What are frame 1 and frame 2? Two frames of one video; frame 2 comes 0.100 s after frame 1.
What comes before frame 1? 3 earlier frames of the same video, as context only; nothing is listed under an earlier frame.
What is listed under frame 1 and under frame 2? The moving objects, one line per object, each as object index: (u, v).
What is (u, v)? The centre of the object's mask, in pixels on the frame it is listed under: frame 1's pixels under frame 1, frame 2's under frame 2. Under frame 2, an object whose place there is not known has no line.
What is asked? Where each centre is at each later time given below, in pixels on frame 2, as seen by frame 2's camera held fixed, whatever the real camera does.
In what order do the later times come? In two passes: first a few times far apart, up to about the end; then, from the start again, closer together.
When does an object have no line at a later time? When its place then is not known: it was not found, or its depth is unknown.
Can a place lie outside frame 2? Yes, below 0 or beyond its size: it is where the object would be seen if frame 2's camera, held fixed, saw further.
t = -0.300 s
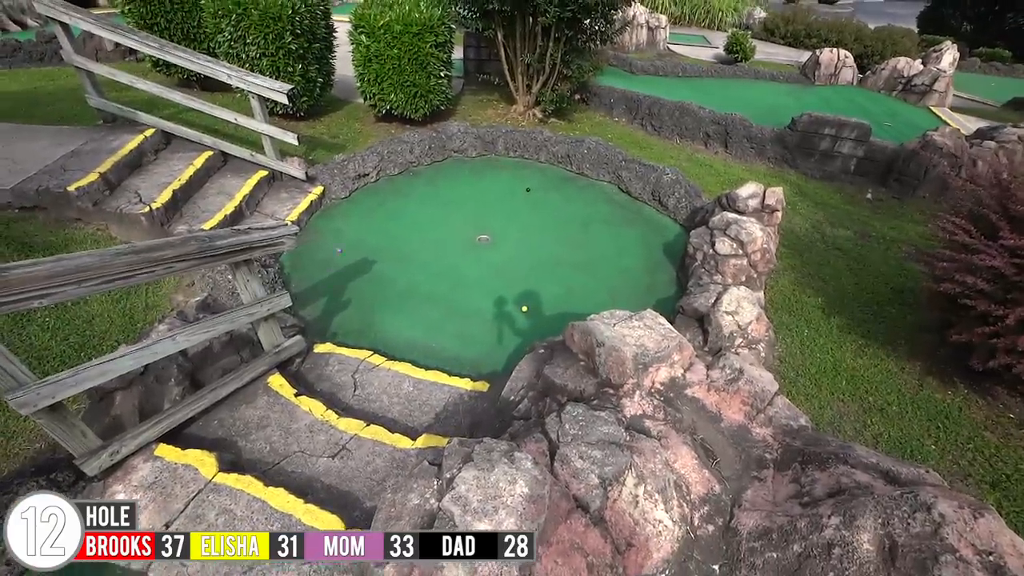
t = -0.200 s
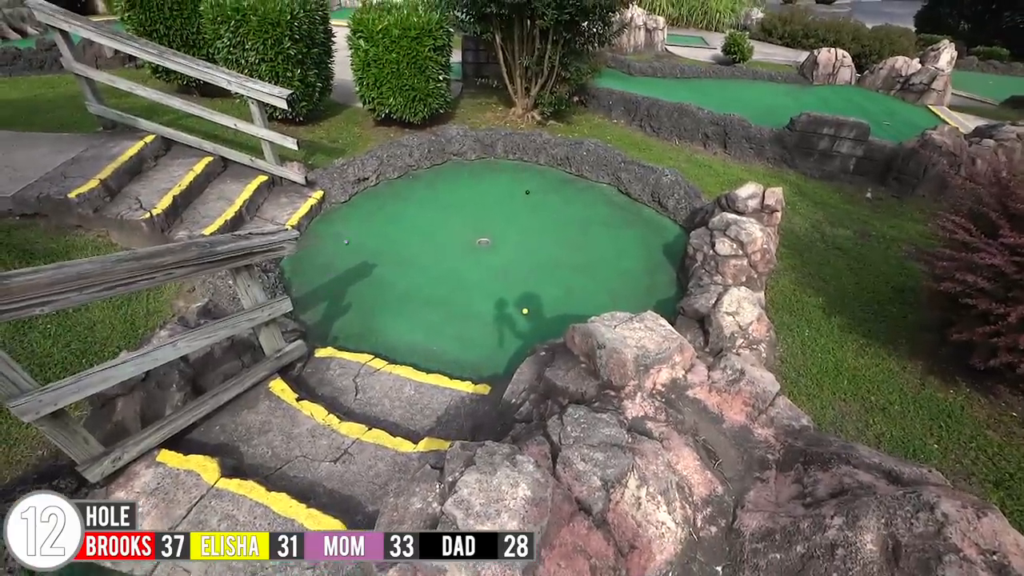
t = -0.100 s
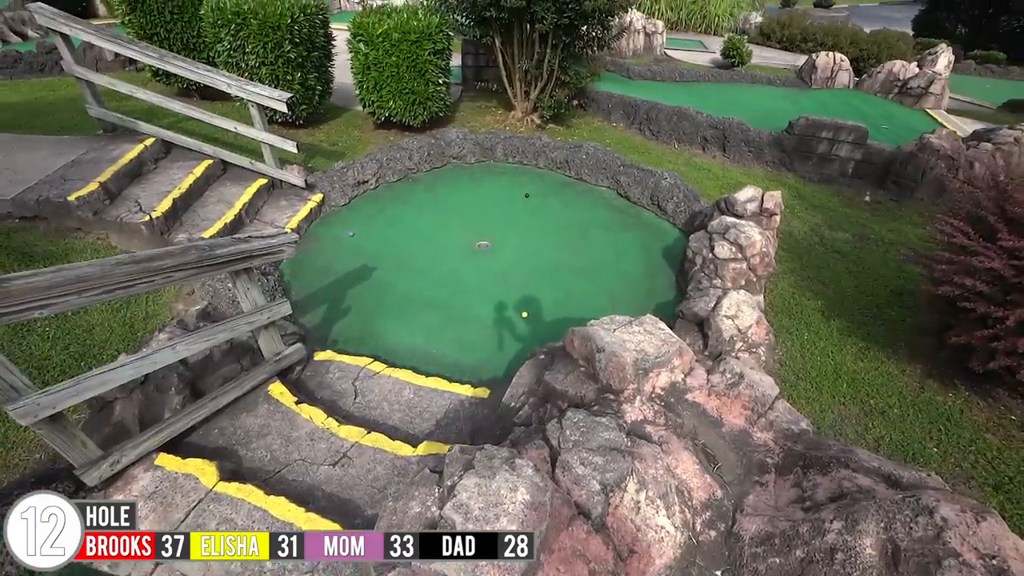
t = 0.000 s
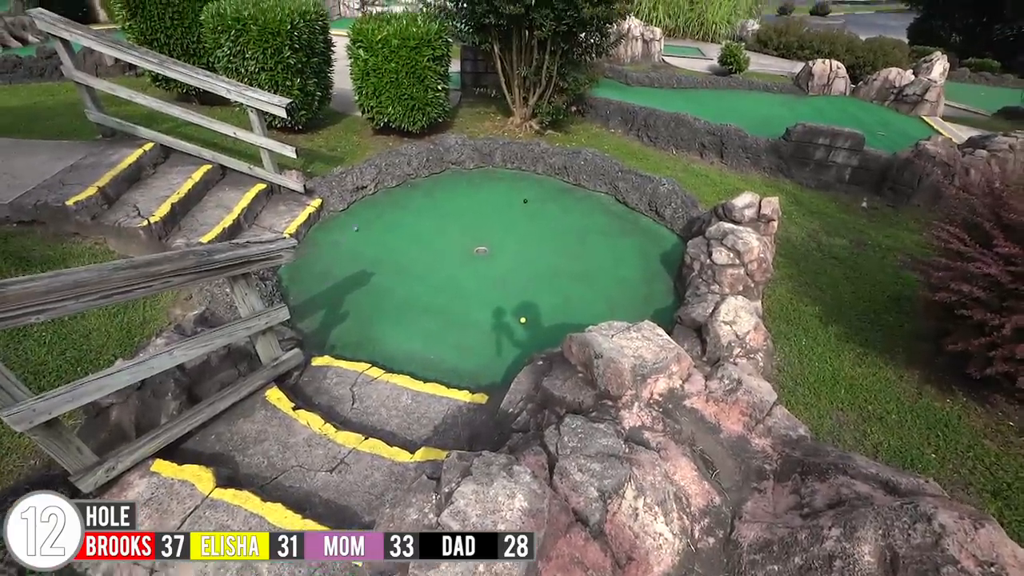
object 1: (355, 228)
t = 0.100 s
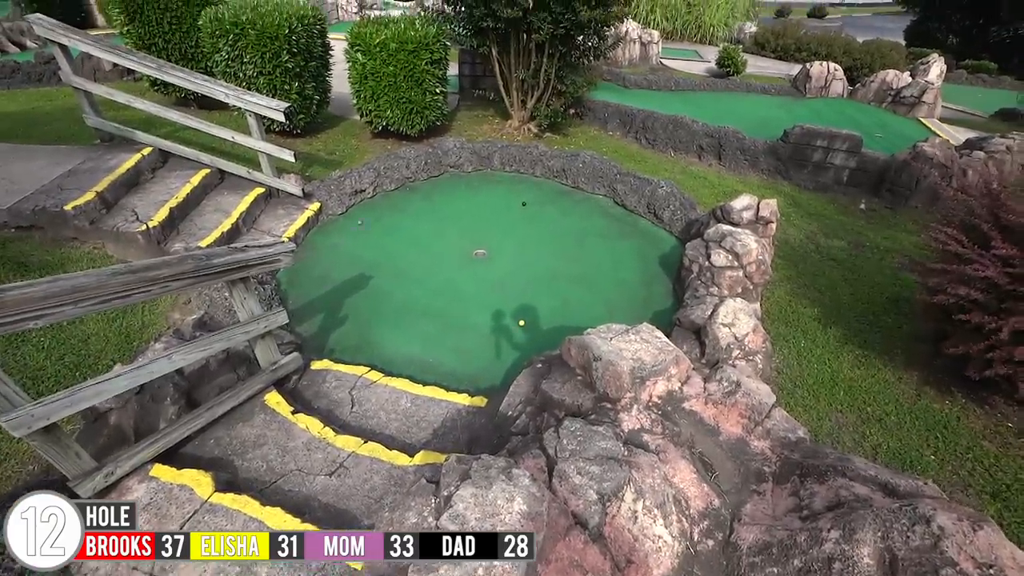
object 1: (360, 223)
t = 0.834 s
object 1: (406, 194)
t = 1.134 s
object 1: (420, 198)
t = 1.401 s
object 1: (433, 201)
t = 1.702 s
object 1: (446, 202)
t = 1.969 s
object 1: (455, 205)
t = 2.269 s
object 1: (464, 208)
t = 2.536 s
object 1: (470, 210)
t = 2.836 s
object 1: (477, 212)
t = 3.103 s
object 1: (481, 213)
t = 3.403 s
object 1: (485, 214)
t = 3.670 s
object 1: (485, 214)
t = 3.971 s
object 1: (486, 215)
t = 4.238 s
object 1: (486, 215)
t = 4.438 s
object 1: (486, 215)
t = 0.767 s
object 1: (402, 194)
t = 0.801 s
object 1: (404, 194)
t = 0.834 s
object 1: (406, 194)
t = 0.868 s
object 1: (408, 193)
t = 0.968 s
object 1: (411, 197)
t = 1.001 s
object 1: (413, 197)
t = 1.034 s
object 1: (415, 198)
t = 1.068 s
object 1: (417, 197)
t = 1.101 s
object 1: (419, 198)
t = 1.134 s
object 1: (420, 198)
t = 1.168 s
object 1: (422, 199)
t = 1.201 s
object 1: (423, 199)
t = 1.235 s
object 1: (425, 199)
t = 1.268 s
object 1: (427, 200)
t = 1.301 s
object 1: (428, 200)
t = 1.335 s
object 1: (430, 200)
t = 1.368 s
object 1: (432, 200)
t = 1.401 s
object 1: (433, 201)
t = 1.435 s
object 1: (434, 201)
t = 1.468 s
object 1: (436, 201)
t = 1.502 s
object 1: (437, 201)
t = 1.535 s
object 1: (439, 201)
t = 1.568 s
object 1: (440, 202)
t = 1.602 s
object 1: (442, 202)
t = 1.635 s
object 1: (443, 202)
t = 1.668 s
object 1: (444, 202)
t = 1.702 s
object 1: (446, 202)
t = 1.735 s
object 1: (447, 203)
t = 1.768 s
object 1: (448, 204)
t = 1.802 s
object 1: (450, 204)
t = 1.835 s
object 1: (451, 204)
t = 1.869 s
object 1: (452, 204)
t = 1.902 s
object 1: (453, 204)
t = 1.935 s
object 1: (454, 204)
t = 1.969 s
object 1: (455, 205)
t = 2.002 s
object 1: (456, 205)
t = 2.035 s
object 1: (457, 206)
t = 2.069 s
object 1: (458, 206)
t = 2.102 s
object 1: (459, 206)
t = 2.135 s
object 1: (460, 206)
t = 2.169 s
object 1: (461, 206)
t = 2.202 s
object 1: (462, 207)
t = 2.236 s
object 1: (463, 207)
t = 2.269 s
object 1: (464, 208)
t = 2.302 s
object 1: (465, 208)
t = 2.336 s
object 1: (465, 208)
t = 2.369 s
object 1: (466, 208)
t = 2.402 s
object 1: (467, 208)
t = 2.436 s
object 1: (468, 209)
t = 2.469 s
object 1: (469, 209)
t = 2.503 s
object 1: (469, 209)
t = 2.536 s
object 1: (470, 210)
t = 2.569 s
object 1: (471, 210)
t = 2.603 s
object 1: (472, 210)
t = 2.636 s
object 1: (473, 211)
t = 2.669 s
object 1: (473, 211)
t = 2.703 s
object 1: (474, 211)
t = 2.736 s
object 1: (475, 211)
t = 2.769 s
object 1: (475, 211)
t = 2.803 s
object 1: (476, 211)
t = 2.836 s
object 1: (477, 212)
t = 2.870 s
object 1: (477, 211)
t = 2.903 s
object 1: (478, 212)
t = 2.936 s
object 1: (478, 212)
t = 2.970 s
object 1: (479, 212)
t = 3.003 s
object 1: (479, 213)
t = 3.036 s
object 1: (480, 213)
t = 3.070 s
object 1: (480, 213)
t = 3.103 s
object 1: (481, 213)
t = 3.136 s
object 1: (481, 213)
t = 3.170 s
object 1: (482, 213)
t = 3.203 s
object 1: (482, 213)
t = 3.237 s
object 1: (483, 213)
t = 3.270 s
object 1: (484, 213)
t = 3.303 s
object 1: (483, 214)
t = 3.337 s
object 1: (484, 214)
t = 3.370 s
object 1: (484, 214)
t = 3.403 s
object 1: (485, 214)
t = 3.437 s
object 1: (485, 214)
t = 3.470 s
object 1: (485, 214)
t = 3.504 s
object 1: (485, 214)
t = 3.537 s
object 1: (485, 214)
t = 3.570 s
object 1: (486, 214)
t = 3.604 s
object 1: (485, 214)
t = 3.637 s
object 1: (485, 214)
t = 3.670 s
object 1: (485, 214)
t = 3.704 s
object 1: (486, 214)
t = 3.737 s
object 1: (486, 214)
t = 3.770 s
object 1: (486, 214)
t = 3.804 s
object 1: (486, 214)
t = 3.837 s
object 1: (485, 215)
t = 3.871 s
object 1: (486, 215)
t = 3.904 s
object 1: (486, 215)
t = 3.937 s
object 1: (486, 215)
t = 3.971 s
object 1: (486, 215)
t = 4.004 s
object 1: (486, 215)
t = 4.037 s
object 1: (485, 215)
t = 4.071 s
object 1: (485, 215)
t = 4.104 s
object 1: (486, 215)
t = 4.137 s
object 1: (486, 215)
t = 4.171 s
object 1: (486, 215)
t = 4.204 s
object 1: (486, 215)
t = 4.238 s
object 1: (486, 215)
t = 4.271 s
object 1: (486, 215)
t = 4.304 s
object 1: (486, 215)
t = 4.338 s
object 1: (485, 215)
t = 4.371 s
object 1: (486, 215)
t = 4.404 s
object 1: (486, 215)
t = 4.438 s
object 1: (486, 215)
